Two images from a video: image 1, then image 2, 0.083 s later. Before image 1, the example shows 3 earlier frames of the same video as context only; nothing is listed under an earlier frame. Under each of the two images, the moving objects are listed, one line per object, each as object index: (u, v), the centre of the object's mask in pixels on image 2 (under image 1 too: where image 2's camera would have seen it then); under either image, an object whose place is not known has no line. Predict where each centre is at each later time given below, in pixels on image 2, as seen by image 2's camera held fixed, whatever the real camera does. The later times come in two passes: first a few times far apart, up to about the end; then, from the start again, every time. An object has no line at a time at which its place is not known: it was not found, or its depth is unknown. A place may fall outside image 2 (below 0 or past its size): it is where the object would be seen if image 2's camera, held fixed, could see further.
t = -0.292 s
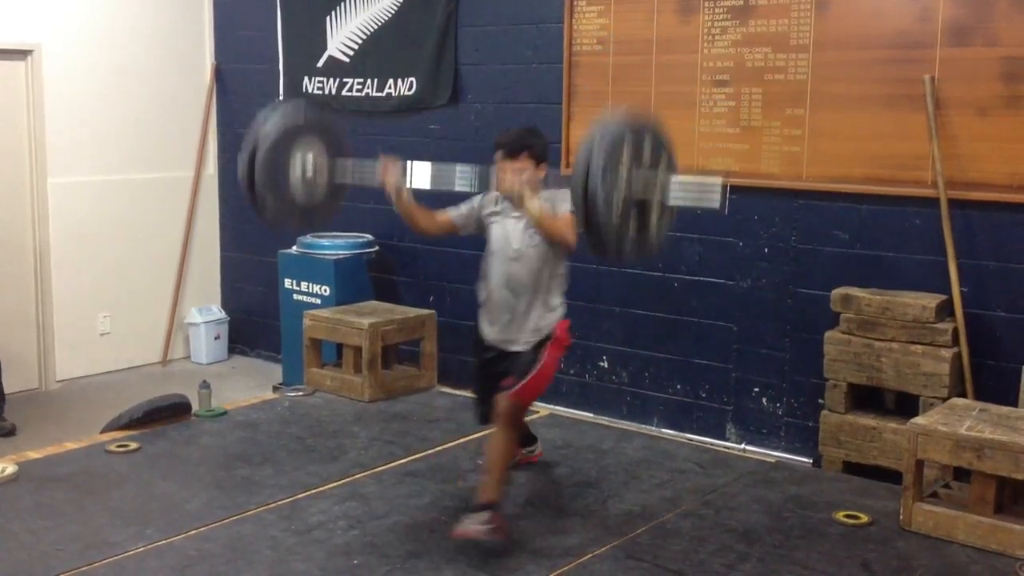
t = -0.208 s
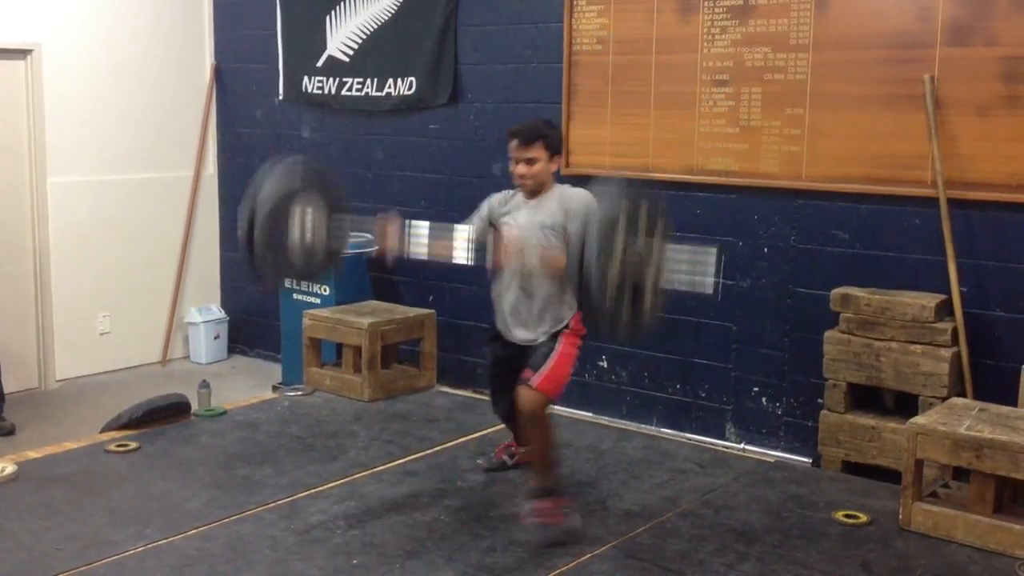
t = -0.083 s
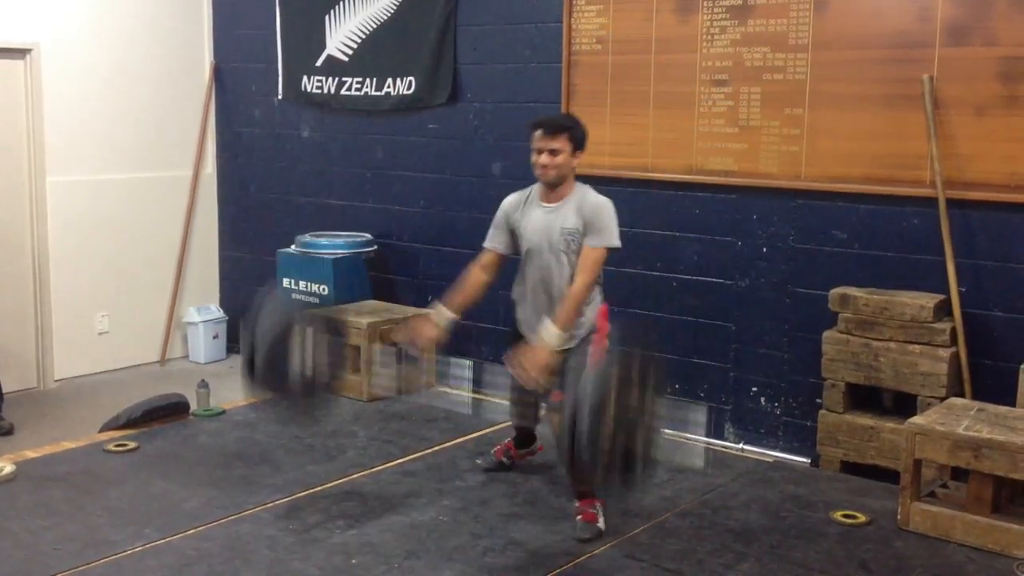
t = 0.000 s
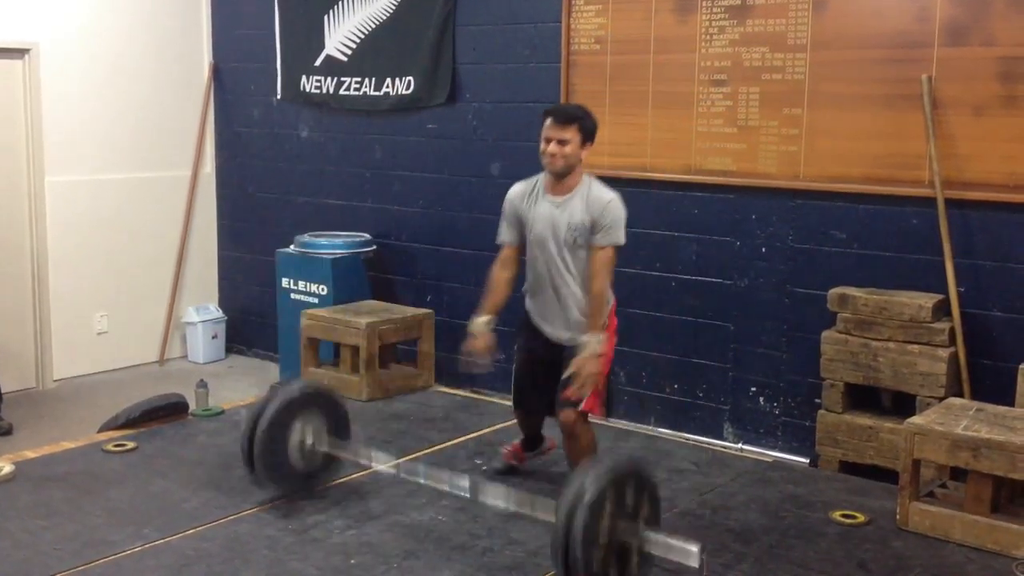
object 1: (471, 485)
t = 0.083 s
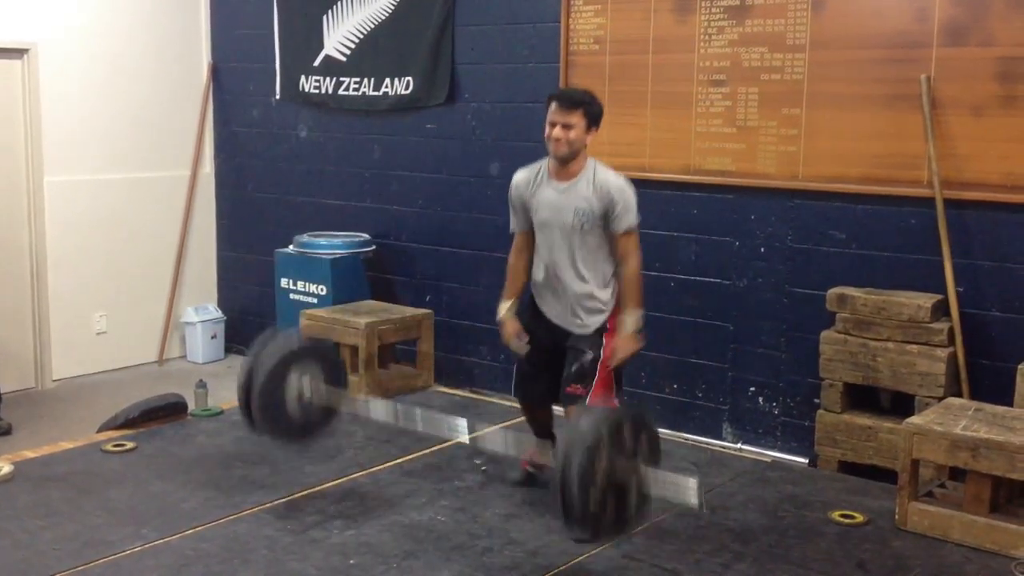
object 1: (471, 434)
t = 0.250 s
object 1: (468, 365)
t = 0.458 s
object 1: (466, 385)
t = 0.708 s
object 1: (461, 468)
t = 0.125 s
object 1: (470, 409)
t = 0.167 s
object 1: (473, 391)
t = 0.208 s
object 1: (468, 375)
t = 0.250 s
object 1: (468, 365)
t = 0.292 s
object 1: (469, 360)
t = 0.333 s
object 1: (469, 360)
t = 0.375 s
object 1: (468, 364)
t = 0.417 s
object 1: (468, 372)
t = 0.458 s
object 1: (466, 385)
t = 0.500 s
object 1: (464, 404)
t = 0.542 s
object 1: (468, 430)
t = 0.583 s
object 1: (470, 460)
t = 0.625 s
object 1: (461, 487)
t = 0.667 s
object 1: (457, 480)
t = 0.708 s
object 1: (461, 468)
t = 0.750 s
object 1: (457, 456)
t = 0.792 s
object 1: (455, 448)
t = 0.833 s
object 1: (454, 445)
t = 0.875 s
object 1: (453, 447)
